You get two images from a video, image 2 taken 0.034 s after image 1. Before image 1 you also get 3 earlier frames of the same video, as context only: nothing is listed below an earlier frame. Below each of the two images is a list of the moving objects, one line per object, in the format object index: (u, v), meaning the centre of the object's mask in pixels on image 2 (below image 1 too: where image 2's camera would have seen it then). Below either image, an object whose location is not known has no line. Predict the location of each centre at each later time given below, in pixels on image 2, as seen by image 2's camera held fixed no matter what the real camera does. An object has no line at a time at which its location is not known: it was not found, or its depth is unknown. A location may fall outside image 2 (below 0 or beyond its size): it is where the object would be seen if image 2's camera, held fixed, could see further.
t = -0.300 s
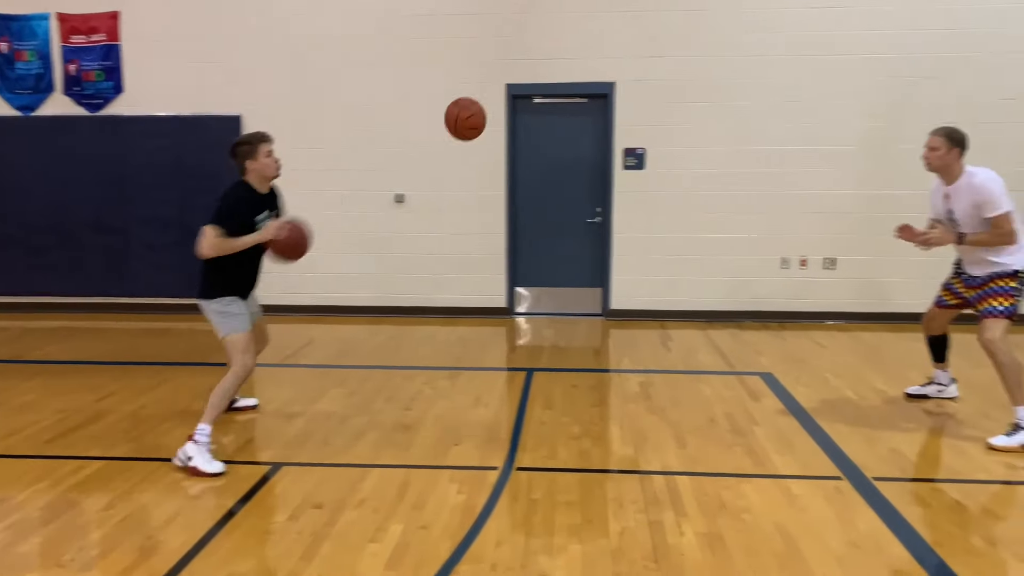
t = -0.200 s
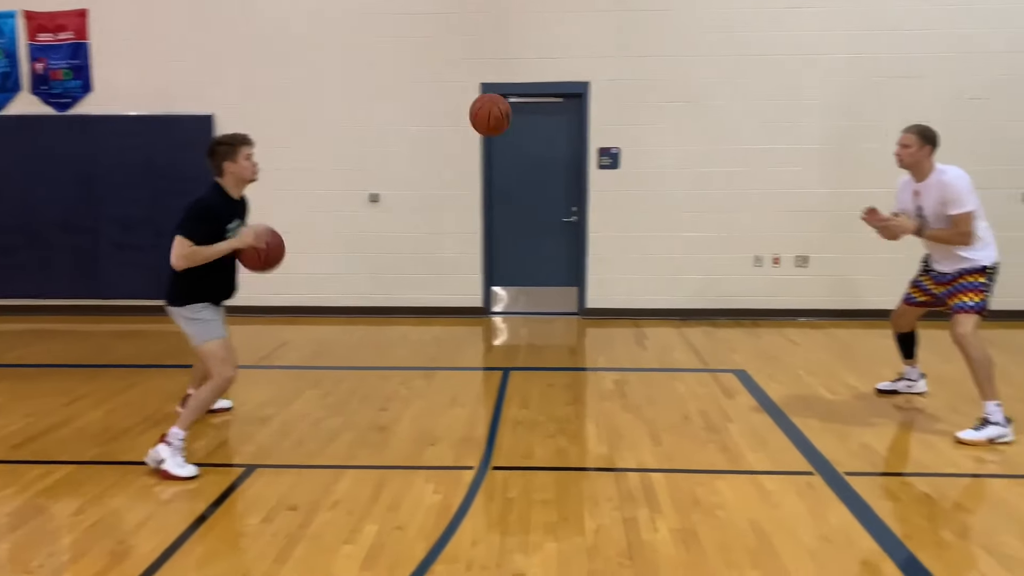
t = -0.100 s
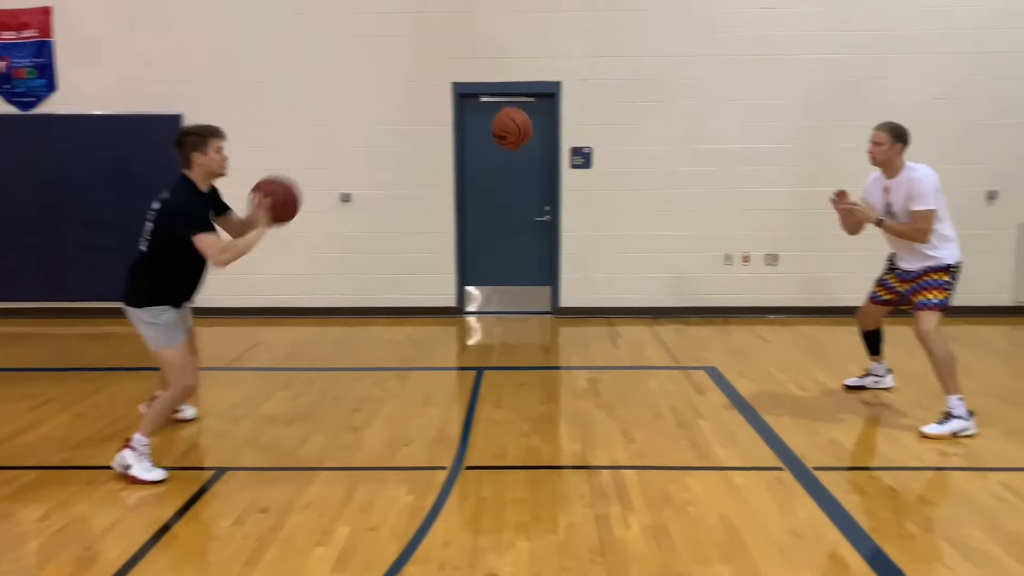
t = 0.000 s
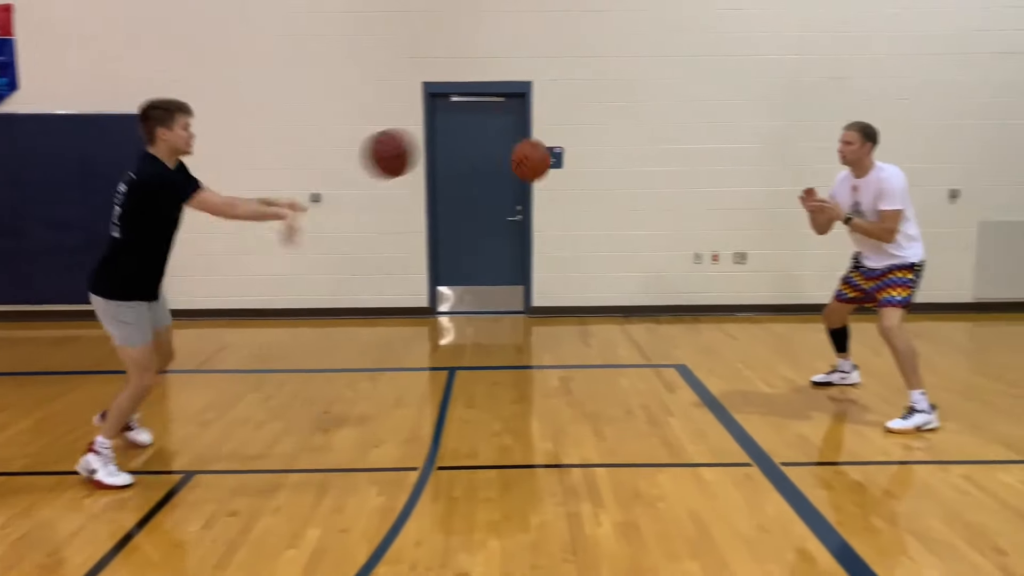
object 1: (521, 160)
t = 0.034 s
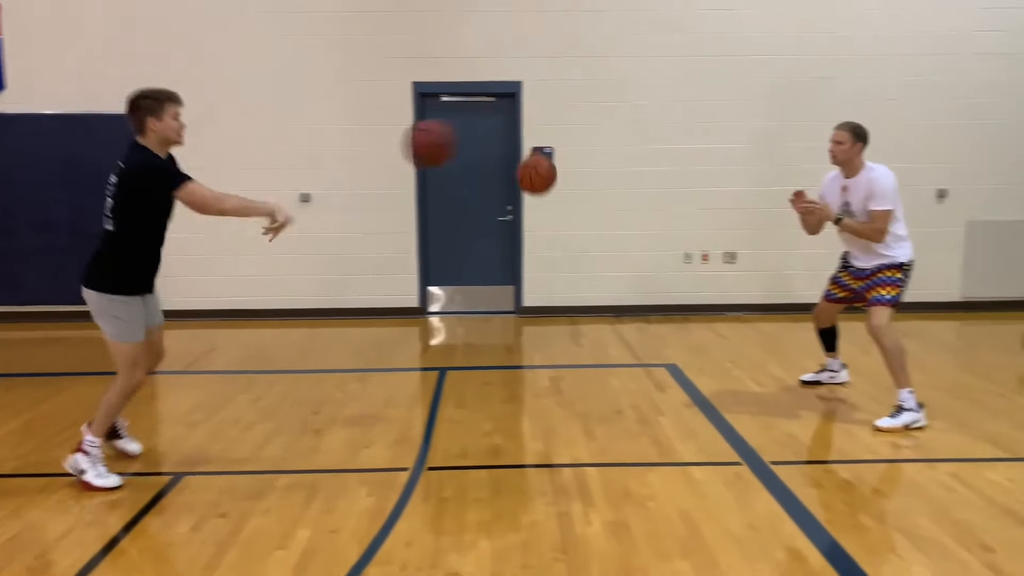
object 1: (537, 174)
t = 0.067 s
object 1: (551, 190)
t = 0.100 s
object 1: (567, 207)
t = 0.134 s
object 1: (582, 226)
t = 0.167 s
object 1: (596, 246)
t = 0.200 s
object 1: (610, 268)
